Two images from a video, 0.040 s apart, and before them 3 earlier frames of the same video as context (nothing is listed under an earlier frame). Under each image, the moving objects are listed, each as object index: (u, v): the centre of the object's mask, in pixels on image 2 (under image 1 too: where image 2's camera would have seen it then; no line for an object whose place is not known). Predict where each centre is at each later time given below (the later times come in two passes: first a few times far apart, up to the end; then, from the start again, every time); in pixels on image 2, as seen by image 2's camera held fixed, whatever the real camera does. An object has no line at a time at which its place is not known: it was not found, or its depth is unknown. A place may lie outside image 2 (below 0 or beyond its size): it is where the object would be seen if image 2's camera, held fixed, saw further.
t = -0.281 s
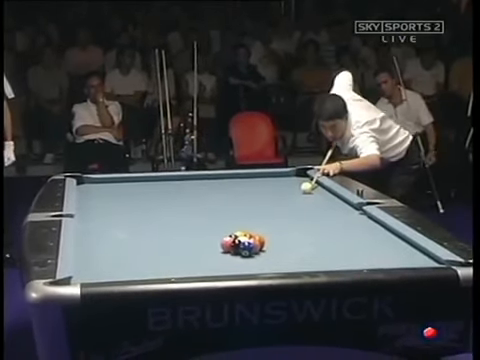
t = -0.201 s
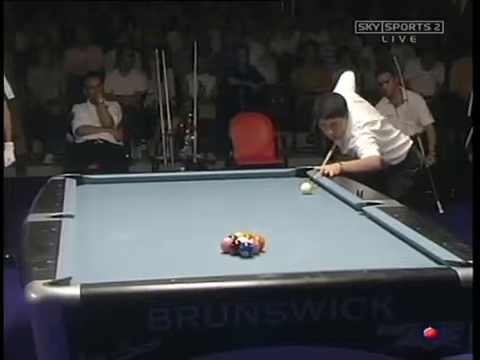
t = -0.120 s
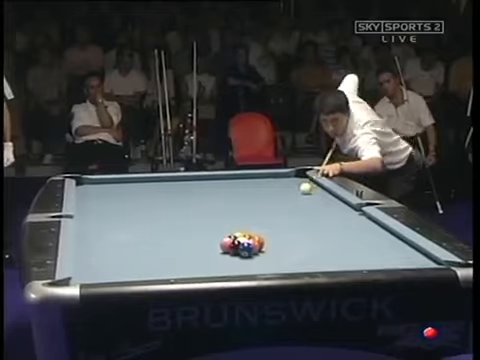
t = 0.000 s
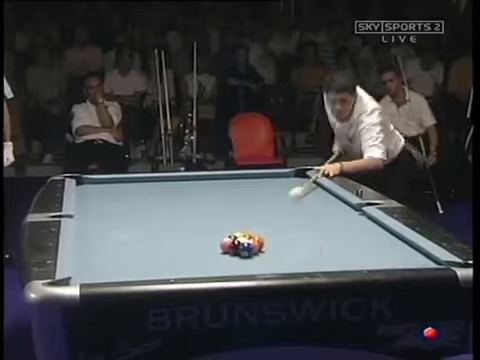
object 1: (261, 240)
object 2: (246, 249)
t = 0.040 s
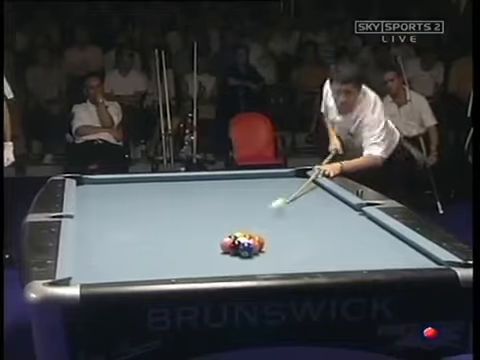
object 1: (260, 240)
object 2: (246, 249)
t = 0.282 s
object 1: (272, 259)
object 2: (340, 262)
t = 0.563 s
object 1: (409, 248)
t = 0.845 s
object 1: (266, 250)
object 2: (360, 219)
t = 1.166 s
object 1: (178, 253)
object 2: (315, 206)
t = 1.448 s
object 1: (136, 253)
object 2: (281, 196)
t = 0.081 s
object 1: (261, 242)
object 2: (246, 249)
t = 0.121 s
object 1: (267, 245)
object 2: (254, 251)
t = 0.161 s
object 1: (259, 250)
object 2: (282, 258)
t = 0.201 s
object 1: (263, 253)
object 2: (307, 263)
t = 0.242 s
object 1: (268, 256)
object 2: (332, 265)
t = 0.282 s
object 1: (272, 259)
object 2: (340, 262)
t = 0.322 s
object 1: (276, 261)
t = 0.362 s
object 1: (279, 263)
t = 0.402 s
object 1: (309, 260)
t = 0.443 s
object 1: (341, 256)
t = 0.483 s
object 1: (372, 253)
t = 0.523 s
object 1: (401, 251)
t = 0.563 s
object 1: (409, 248)
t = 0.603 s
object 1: (388, 249)
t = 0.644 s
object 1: (366, 248)
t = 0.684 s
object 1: (344, 249)
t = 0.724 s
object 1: (324, 250)
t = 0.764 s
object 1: (304, 249)
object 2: (375, 224)
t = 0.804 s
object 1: (284, 250)
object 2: (366, 222)
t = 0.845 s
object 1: (266, 250)
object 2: (360, 219)
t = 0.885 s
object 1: (249, 251)
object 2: (354, 217)
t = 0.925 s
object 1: (233, 252)
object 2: (347, 215)
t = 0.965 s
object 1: (216, 252)
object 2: (342, 214)
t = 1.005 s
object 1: (200, 253)
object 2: (336, 212)
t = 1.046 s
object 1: (192, 253)
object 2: (330, 210)
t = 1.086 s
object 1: (188, 253)
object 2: (325, 209)
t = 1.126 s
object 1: (183, 253)
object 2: (320, 208)
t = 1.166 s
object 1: (178, 253)
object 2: (315, 206)
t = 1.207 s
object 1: (172, 253)
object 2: (309, 204)
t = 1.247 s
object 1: (166, 253)
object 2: (305, 203)
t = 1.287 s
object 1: (160, 253)
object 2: (300, 201)
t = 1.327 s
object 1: (154, 253)
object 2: (295, 199)
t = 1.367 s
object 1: (147, 253)
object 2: (291, 198)
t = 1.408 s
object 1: (142, 253)
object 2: (286, 196)
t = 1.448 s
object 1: (136, 253)
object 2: (281, 196)
